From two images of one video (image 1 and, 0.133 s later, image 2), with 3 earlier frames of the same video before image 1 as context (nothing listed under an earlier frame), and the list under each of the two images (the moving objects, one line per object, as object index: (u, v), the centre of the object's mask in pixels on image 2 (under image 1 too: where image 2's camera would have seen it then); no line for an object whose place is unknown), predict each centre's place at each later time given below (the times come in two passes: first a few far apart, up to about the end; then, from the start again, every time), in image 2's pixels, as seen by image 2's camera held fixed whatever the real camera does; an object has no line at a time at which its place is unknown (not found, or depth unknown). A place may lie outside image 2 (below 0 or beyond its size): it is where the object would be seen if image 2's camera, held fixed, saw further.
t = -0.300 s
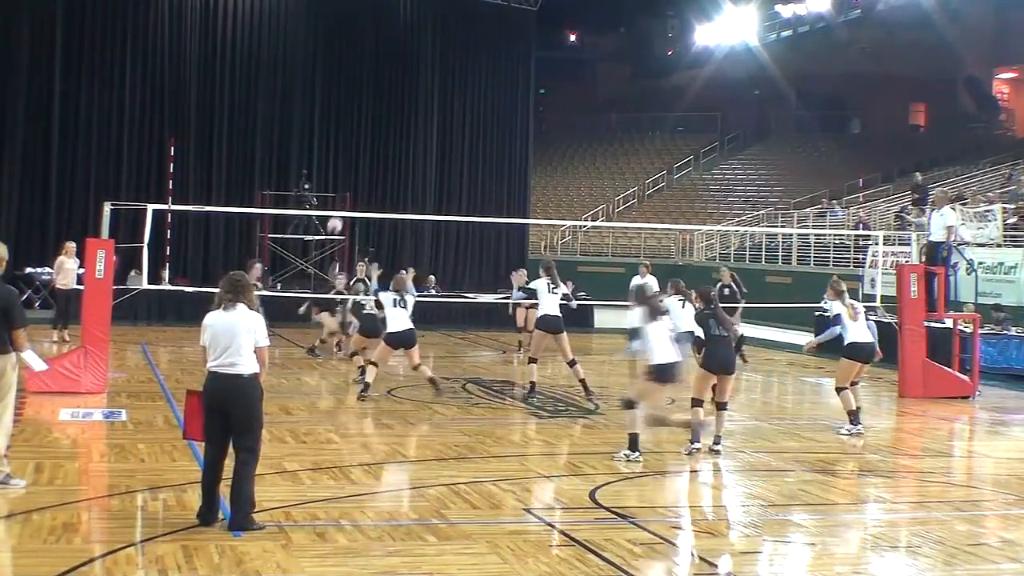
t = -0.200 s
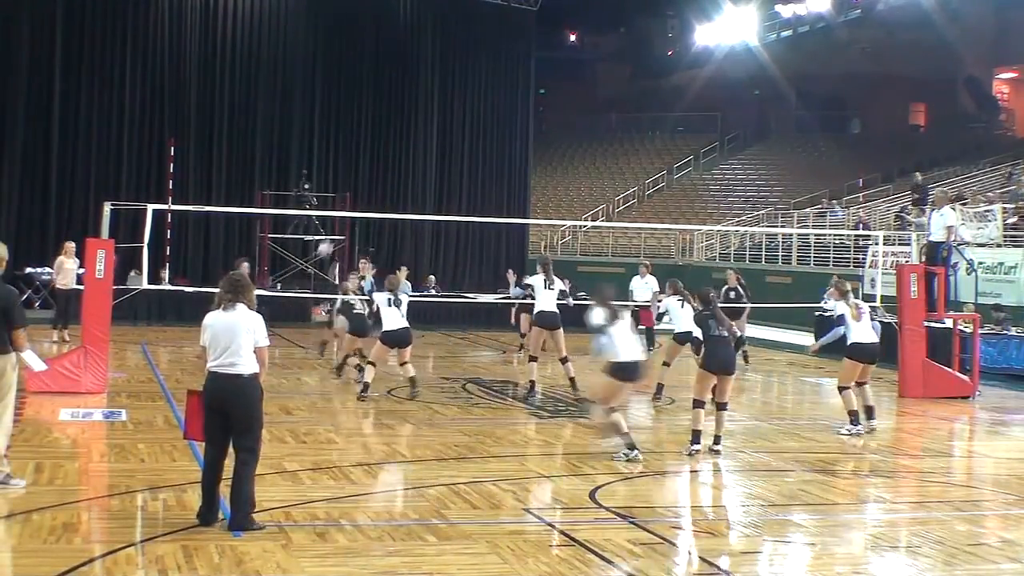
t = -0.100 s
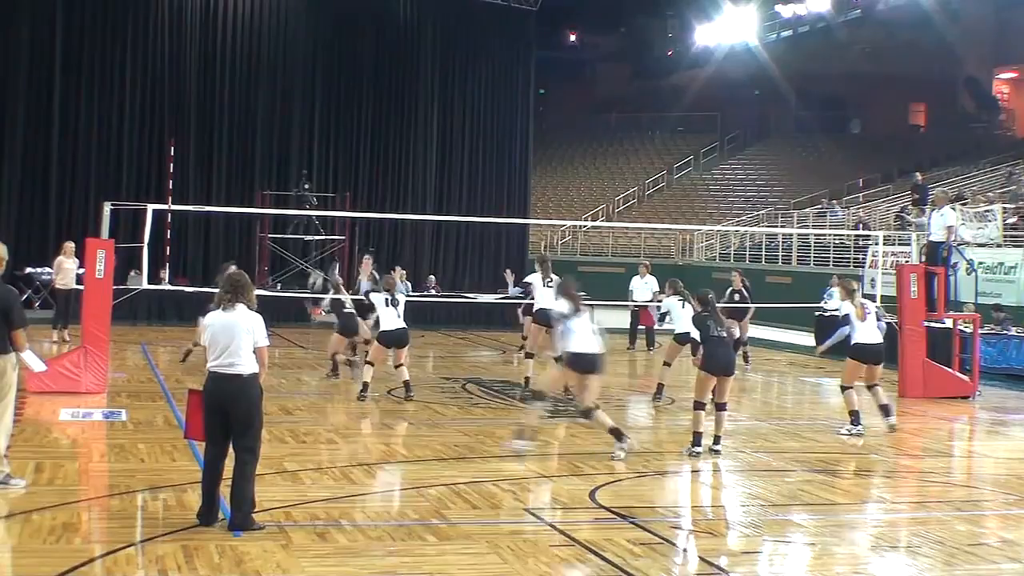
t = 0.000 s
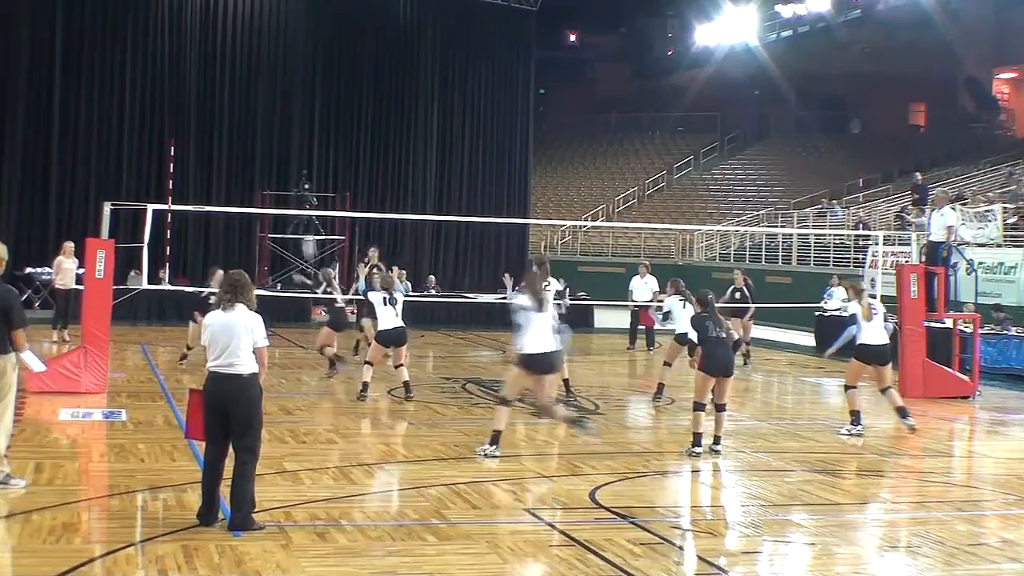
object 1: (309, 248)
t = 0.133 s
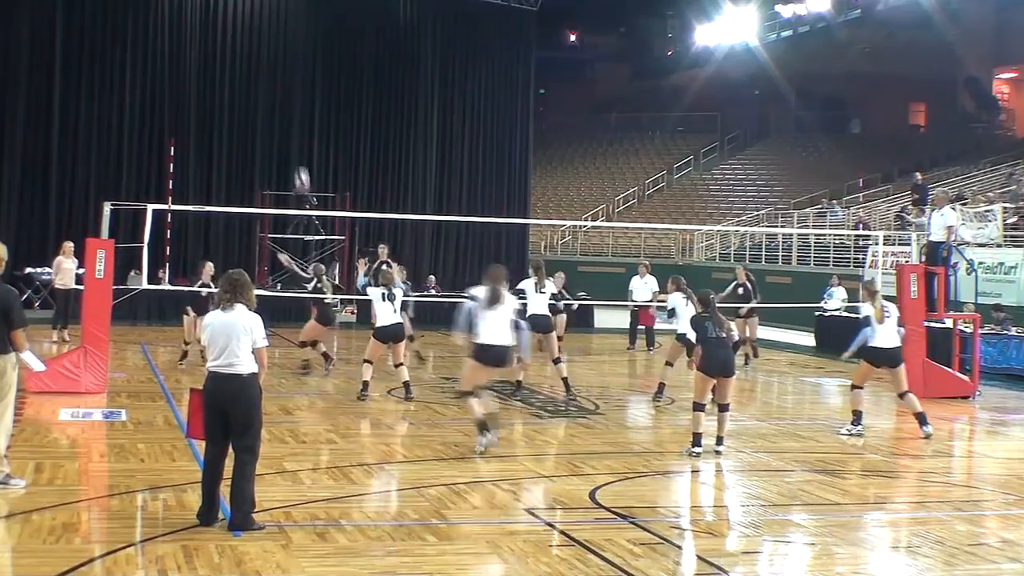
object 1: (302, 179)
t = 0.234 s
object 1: (297, 137)
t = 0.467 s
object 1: (283, 65)
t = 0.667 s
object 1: (271, 34)
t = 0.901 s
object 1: (255, 32)
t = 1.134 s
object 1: (239, 68)
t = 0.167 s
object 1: (300, 164)
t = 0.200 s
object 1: (299, 151)
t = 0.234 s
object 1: (297, 137)
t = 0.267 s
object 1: (295, 124)
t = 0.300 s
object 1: (293, 112)
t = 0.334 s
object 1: (291, 102)
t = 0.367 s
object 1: (289, 91)
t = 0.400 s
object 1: (287, 82)
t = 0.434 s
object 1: (285, 73)
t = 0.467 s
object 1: (283, 65)
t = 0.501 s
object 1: (281, 58)
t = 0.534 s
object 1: (279, 51)
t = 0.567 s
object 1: (277, 46)
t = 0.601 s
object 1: (275, 41)
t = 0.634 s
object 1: (273, 37)
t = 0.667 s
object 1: (271, 34)
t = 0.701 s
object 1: (268, 31)
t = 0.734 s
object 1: (267, 29)
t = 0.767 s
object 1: (264, 28)
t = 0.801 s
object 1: (262, 28)
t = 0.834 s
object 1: (260, 28)
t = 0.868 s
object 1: (258, 30)
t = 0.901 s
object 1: (255, 32)
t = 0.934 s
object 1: (253, 34)
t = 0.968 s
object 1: (251, 38)
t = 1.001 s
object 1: (248, 43)
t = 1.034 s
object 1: (246, 47)
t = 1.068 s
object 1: (244, 53)
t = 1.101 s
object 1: (241, 60)
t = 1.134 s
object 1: (239, 68)
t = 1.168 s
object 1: (237, 75)
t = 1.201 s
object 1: (234, 85)
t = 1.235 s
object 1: (231, 94)
